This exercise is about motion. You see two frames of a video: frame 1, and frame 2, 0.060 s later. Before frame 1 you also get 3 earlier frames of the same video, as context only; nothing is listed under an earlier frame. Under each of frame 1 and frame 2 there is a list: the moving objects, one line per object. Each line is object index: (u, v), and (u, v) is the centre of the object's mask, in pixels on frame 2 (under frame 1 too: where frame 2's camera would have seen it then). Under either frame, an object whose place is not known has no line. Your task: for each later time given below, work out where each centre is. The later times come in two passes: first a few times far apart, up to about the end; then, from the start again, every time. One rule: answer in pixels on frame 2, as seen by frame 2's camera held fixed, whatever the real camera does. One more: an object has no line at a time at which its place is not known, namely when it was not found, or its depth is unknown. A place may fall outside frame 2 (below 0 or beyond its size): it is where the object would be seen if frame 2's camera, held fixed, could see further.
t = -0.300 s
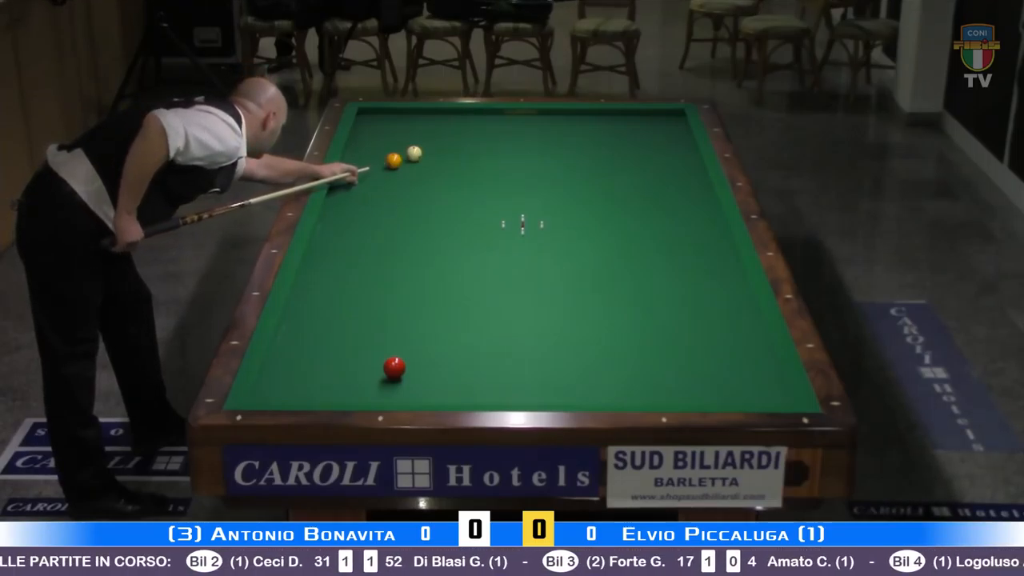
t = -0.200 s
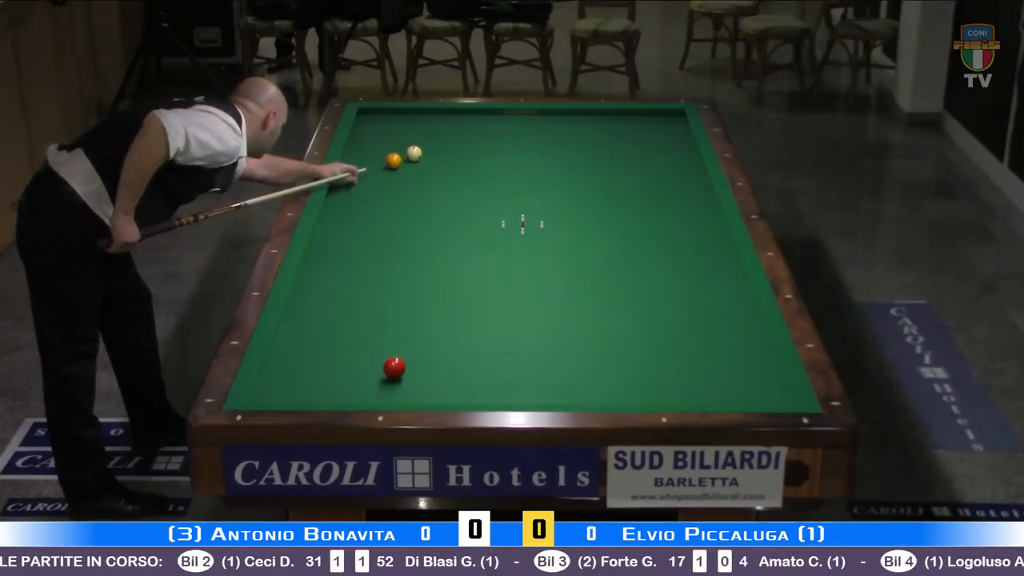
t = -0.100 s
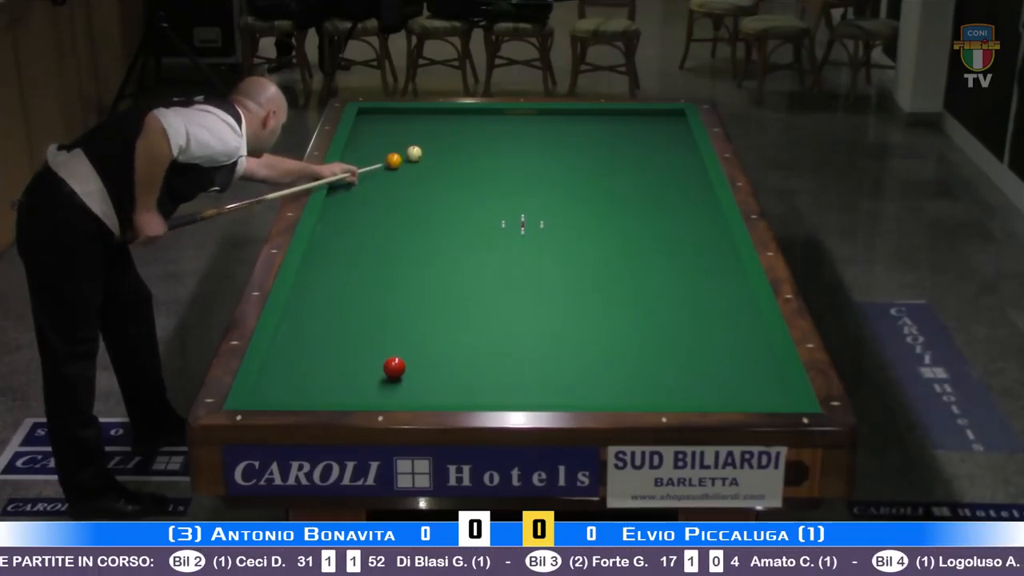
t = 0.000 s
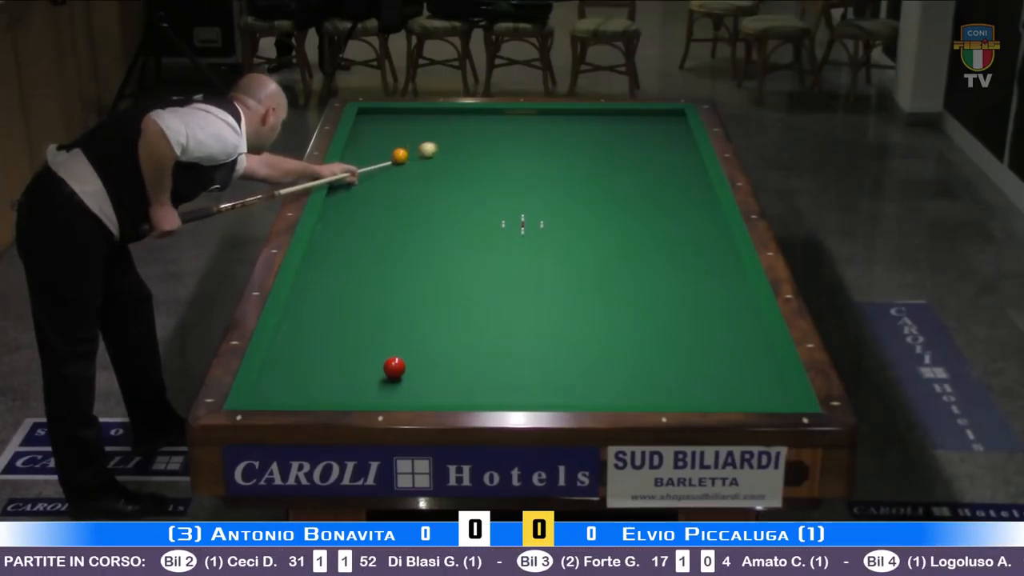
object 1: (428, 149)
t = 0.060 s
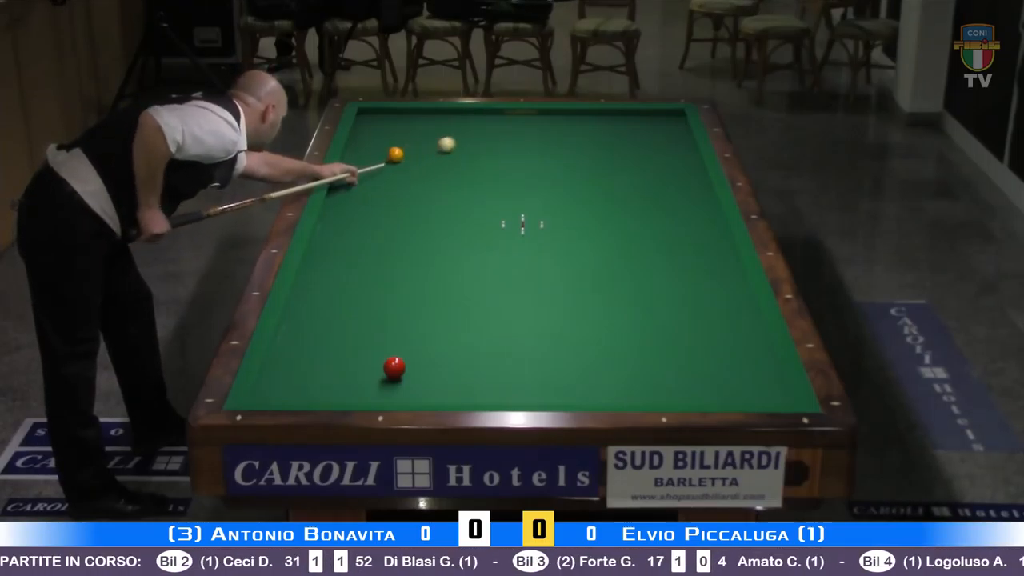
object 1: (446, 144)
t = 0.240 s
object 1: (494, 132)
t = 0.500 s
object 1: (552, 116)
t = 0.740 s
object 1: (596, 117)
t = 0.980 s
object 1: (637, 125)
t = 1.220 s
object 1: (679, 133)
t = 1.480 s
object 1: (666, 141)
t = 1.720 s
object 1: (647, 150)
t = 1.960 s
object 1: (627, 158)
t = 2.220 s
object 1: (604, 168)
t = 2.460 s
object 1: (584, 176)
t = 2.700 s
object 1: (563, 185)
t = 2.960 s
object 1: (540, 195)
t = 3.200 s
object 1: (518, 204)
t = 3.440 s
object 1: (495, 214)
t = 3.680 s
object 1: (473, 223)
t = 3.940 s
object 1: (449, 234)
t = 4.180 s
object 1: (426, 243)
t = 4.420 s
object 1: (403, 252)
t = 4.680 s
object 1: (377, 263)
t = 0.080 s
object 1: (452, 143)
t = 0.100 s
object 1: (458, 141)
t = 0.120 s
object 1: (464, 140)
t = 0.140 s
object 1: (469, 138)
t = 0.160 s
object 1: (475, 137)
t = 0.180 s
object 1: (480, 135)
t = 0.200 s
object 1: (485, 134)
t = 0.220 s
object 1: (489, 133)
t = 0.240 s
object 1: (494, 132)
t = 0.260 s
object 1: (499, 130)
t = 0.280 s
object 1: (503, 129)
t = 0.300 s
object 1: (508, 128)
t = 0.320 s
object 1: (512, 127)
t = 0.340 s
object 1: (517, 125)
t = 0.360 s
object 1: (522, 124)
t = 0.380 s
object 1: (526, 123)
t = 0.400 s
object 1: (530, 122)
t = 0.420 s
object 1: (535, 121)
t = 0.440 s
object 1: (539, 119)
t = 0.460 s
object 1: (544, 118)
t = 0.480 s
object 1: (548, 117)
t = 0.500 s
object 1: (552, 116)
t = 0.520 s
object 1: (556, 115)
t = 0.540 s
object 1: (561, 114)
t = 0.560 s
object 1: (565, 112)
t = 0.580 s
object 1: (569, 111)
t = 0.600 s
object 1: (573, 111)
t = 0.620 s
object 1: (576, 112)
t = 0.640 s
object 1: (579, 113)
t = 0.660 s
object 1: (583, 114)
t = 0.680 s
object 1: (586, 114)
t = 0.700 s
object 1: (590, 115)
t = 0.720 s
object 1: (593, 116)
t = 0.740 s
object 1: (596, 117)
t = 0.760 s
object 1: (599, 117)
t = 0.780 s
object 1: (603, 118)
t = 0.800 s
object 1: (606, 119)
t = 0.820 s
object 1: (610, 120)
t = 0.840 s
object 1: (613, 120)
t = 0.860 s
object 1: (617, 121)
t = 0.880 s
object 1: (620, 122)
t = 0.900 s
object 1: (623, 122)
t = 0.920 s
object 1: (627, 123)
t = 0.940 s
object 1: (630, 124)
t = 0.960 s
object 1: (634, 124)
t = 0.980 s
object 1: (637, 125)
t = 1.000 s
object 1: (641, 125)
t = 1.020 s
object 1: (644, 126)
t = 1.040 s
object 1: (648, 127)
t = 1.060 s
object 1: (651, 127)
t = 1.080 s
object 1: (655, 128)
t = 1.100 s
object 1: (658, 129)
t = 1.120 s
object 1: (662, 129)
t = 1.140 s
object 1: (665, 130)
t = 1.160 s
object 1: (669, 130)
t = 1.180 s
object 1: (672, 131)
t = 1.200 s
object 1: (676, 132)
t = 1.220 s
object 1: (679, 133)
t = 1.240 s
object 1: (683, 133)
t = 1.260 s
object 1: (686, 134)
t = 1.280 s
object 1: (684, 134)
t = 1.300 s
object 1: (682, 135)
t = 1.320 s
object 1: (680, 136)
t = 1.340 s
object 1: (678, 136)
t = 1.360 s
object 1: (676, 137)
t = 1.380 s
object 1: (674, 138)
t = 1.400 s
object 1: (673, 139)
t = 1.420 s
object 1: (671, 139)
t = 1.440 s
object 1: (669, 140)
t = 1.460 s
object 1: (668, 141)
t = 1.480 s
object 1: (666, 141)
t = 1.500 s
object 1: (664, 142)
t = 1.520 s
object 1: (663, 143)
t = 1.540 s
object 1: (661, 143)
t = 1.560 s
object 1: (660, 144)
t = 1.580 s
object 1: (658, 145)
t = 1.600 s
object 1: (656, 146)
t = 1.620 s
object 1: (655, 146)
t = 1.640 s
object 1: (653, 147)
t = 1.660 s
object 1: (651, 148)
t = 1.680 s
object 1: (650, 148)
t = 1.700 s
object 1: (648, 149)
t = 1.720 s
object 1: (647, 150)
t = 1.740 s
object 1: (645, 151)
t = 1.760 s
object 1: (643, 151)
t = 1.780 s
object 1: (641, 152)
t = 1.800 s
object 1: (640, 153)
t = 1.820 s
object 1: (638, 153)
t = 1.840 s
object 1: (636, 154)
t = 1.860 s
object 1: (635, 155)
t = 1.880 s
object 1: (633, 155)
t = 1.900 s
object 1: (631, 156)
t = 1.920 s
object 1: (630, 157)
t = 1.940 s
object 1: (628, 157)
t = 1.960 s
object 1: (627, 158)
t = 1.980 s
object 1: (625, 159)
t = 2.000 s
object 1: (623, 160)
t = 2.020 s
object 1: (622, 161)
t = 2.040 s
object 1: (620, 161)
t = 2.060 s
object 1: (618, 162)
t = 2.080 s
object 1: (616, 163)
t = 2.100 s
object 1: (615, 163)
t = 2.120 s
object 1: (613, 164)
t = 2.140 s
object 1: (611, 165)
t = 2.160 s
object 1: (610, 165)
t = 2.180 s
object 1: (608, 166)
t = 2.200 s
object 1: (606, 167)
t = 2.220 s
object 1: (604, 168)
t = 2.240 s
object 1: (603, 168)
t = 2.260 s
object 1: (601, 169)
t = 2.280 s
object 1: (599, 170)
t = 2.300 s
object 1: (597, 170)
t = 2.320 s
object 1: (596, 171)
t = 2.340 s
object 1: (594, 172)
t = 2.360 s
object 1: (592, 173)
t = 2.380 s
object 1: (591, 173)
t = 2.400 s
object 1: (589, 174)
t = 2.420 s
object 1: (587, 175)
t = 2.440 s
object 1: (585, 176)
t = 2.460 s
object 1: (584, 176)
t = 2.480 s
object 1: (582, 177)
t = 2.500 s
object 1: (580, 178)
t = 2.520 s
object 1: (578, 179)
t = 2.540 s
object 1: (577, 179)
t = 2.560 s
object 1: (575, 180)
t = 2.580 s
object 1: (573, 181)
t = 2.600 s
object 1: (571, 182)
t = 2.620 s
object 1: (570, 182)
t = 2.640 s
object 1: (568, 183)
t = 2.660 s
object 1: (566, 184)
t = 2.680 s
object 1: (565, 184)
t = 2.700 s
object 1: (563, 185)
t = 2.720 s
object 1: (561, 186)
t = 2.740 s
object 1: (560, 187)
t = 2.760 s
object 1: (558, 187)
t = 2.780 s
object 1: (555, 188)
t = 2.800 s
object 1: (554, 189)
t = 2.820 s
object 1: (552, 190)
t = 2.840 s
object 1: (550, 190)
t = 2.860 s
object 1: (548, 191)
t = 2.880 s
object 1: (547, 192)
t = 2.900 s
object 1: (545, 193)
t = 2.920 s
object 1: (543, 194)
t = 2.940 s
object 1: (541, 194)
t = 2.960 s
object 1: (540, 195)
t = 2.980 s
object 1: (538, 196)
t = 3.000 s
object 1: (536, 197)
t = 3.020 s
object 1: (534, 198)
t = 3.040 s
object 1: (532, 198)
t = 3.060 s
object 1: (531, 199)
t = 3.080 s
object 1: (529, 200)
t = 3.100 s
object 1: (527, 200)
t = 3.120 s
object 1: (525, 201)
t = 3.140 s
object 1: (523, 202)
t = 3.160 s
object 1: (521, 203)
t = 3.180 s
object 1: (520, 204)
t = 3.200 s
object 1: (518, 204)
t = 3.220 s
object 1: (516, 205)
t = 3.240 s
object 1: (514, 206)
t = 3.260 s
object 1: (512, 207)
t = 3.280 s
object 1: (510, 207)
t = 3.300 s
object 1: (509, 208)
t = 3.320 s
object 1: (507, 209)
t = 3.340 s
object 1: (505, 210)
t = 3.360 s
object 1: (503, 211)
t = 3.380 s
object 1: (501, 212)
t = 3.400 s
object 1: (499, 212)
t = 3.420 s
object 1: (497, 213)
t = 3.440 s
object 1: (495, 214)
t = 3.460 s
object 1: (494, 214)
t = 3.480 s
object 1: (492, 215)
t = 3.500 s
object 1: (490, 216)
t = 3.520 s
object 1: (488, 217)
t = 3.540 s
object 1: (486, 217)
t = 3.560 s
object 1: (485, 219)
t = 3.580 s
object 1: (483, 219)
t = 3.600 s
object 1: (481, 220)
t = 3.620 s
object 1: (479, 221)
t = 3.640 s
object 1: (477, 222)
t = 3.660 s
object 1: (475, 222)
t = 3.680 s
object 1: (473, 223)
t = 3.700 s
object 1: (471, 224)
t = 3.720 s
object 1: (469, 225)
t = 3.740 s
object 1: (468, 226)
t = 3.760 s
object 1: (466, 226)
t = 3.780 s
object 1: (464, 227)
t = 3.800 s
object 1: (462, 228)
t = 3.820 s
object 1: (460, 229)
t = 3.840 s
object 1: (458, 229)
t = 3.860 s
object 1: (457, 230)
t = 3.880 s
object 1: (455, 231)
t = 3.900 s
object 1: (453, 232)
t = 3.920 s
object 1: (451, 233)
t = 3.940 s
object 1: (449, 234)
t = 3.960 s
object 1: (447, 234)
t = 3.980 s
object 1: (445, 235)
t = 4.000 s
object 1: (443, 236)
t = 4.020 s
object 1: (441, 237)
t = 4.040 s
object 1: (439, 237)
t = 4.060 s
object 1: (437, 238)
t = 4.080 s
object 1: (436, 239)
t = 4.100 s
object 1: (433, 240)
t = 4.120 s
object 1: (432, 241)
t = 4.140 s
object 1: (430, 241)
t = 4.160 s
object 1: (428, 242)
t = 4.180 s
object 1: (426, 243)
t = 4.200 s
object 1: (424, 244)
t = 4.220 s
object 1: (422, 245)
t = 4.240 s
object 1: (420, 245)
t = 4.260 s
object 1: (418, 246)
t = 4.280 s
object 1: (416, 247)
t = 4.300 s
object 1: (414, 248)
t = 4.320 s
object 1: (412, 249)
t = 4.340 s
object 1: (410, 249)
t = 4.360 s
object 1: (408, 250)
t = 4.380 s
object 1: (407, 251)
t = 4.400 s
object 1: (405, 252)
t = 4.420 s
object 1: (403, 252)
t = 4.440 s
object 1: (401, 253)
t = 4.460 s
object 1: (399, 254)
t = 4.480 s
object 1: (397, 255)
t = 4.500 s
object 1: (395, 256)
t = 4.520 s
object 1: (393, 257)
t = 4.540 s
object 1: (391, 258)
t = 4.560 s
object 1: (389, 258)
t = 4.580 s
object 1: (387, 259)
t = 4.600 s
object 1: (385, 260)
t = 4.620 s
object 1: (383, 261)
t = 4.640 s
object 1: (381, 262)
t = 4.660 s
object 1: (379, 263)
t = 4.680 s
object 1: (377, 263)
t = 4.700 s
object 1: (375, 264)
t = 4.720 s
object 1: (374, 265)
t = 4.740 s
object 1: (371, 266)
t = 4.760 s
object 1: (369, 267)
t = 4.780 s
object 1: (367, 267)
